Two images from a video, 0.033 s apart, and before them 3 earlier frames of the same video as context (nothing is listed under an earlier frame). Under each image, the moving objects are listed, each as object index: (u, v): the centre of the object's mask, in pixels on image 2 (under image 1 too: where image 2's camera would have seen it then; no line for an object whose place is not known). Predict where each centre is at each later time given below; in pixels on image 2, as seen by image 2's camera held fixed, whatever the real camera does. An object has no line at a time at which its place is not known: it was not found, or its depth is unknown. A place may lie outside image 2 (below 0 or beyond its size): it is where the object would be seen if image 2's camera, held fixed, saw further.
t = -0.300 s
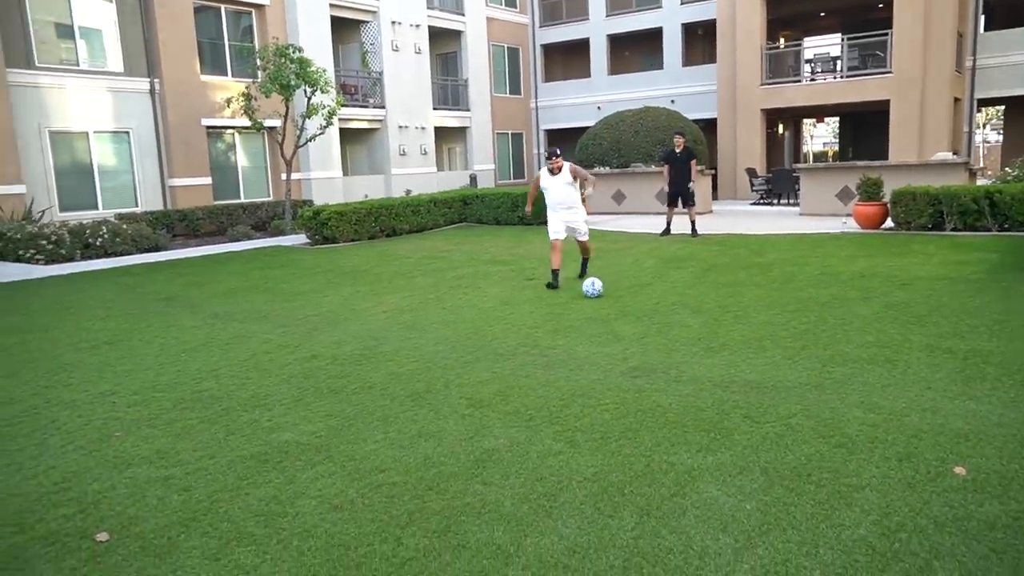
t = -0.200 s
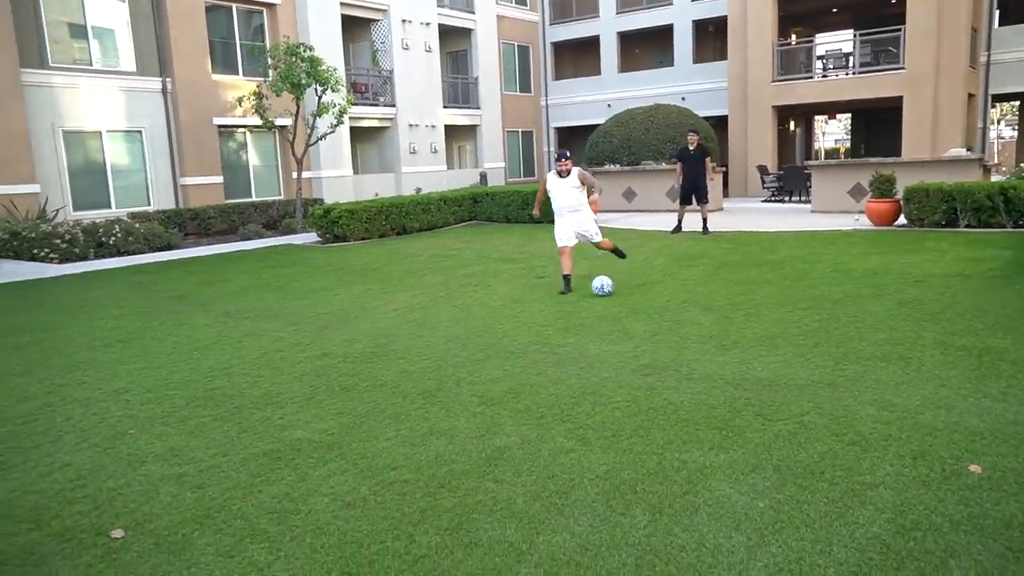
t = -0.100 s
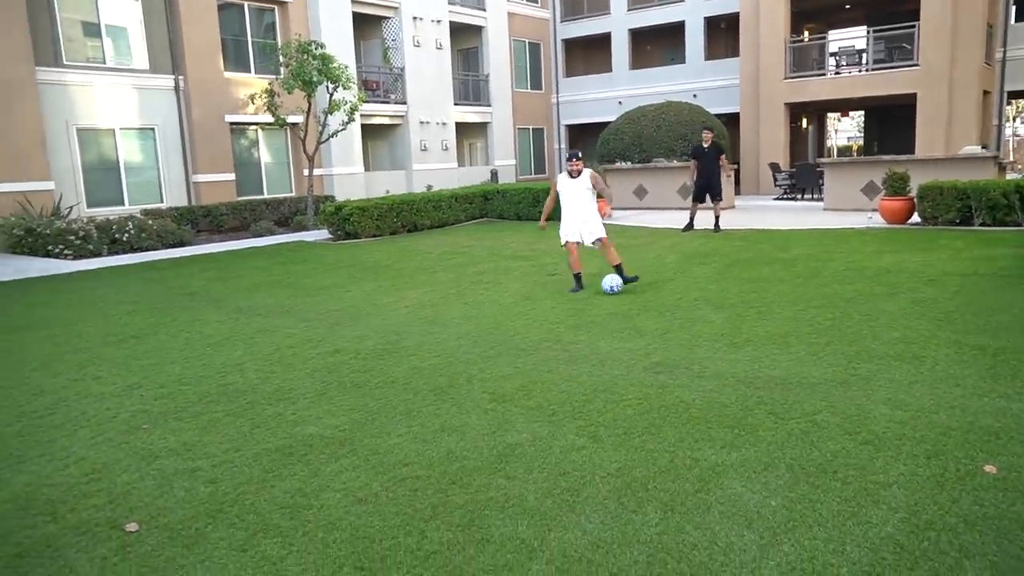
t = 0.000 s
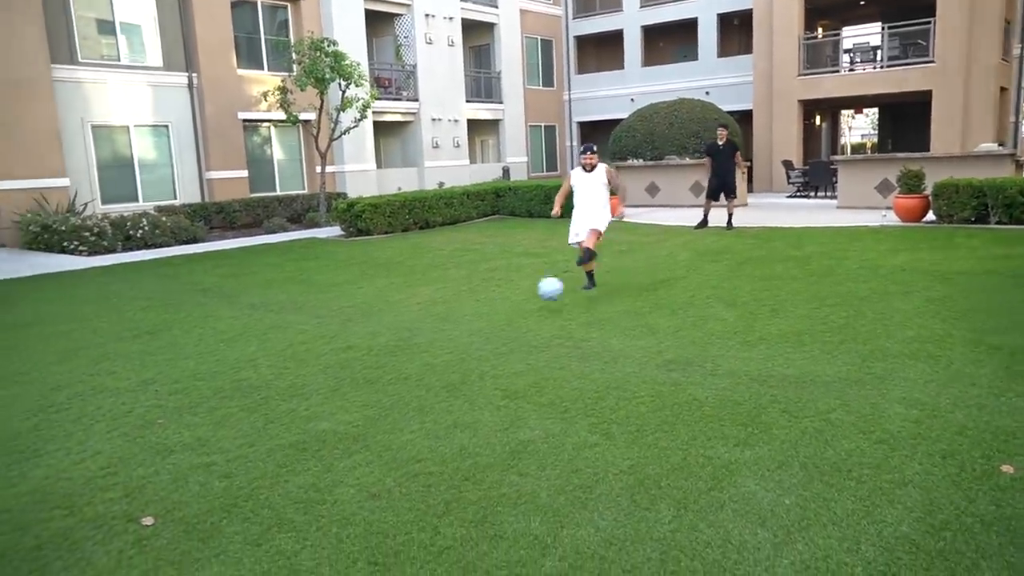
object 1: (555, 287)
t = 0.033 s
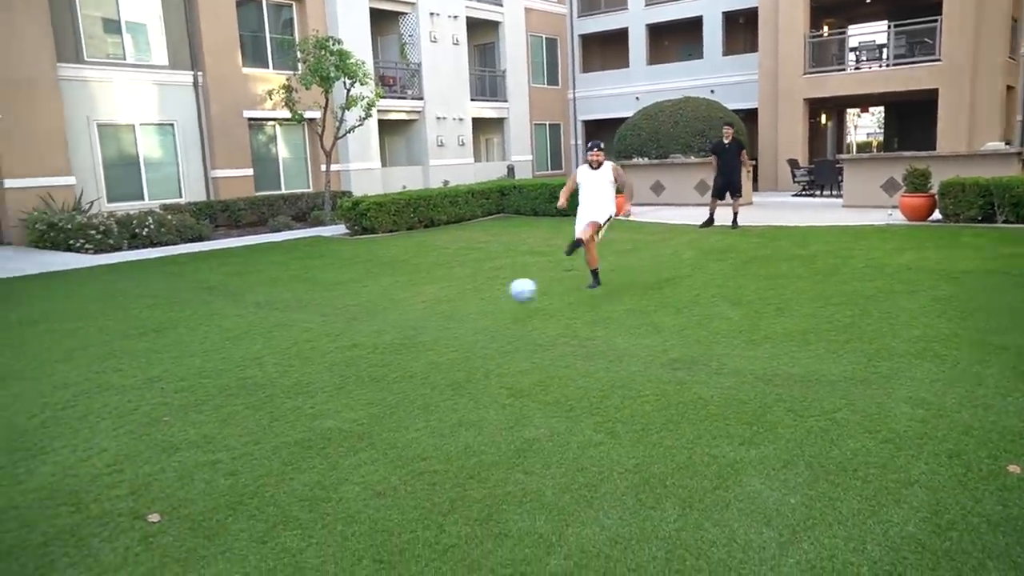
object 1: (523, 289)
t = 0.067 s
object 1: (487, 294)
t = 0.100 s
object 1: (448, 302)
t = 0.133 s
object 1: (406, 311)
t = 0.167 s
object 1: (360, 323)
